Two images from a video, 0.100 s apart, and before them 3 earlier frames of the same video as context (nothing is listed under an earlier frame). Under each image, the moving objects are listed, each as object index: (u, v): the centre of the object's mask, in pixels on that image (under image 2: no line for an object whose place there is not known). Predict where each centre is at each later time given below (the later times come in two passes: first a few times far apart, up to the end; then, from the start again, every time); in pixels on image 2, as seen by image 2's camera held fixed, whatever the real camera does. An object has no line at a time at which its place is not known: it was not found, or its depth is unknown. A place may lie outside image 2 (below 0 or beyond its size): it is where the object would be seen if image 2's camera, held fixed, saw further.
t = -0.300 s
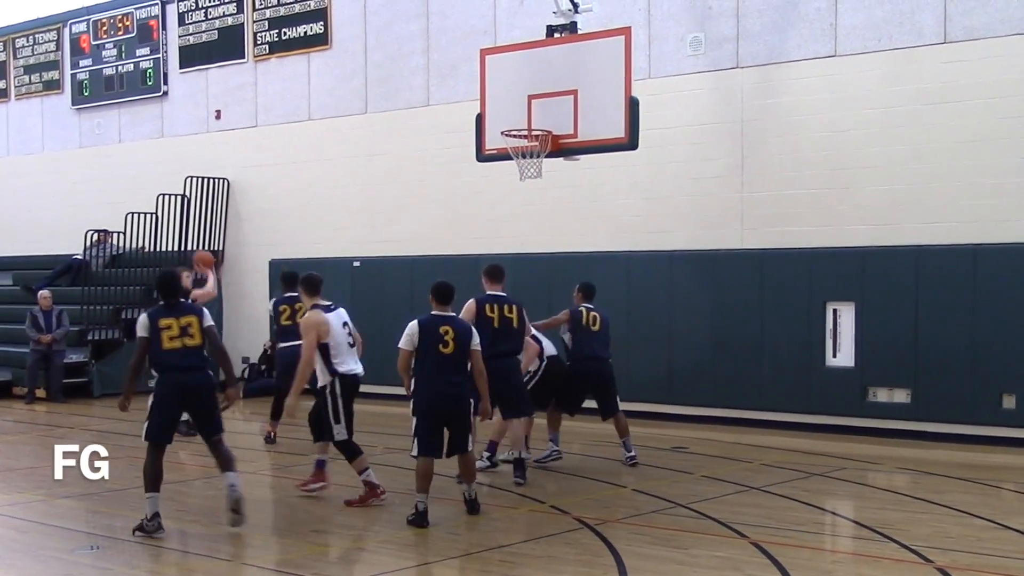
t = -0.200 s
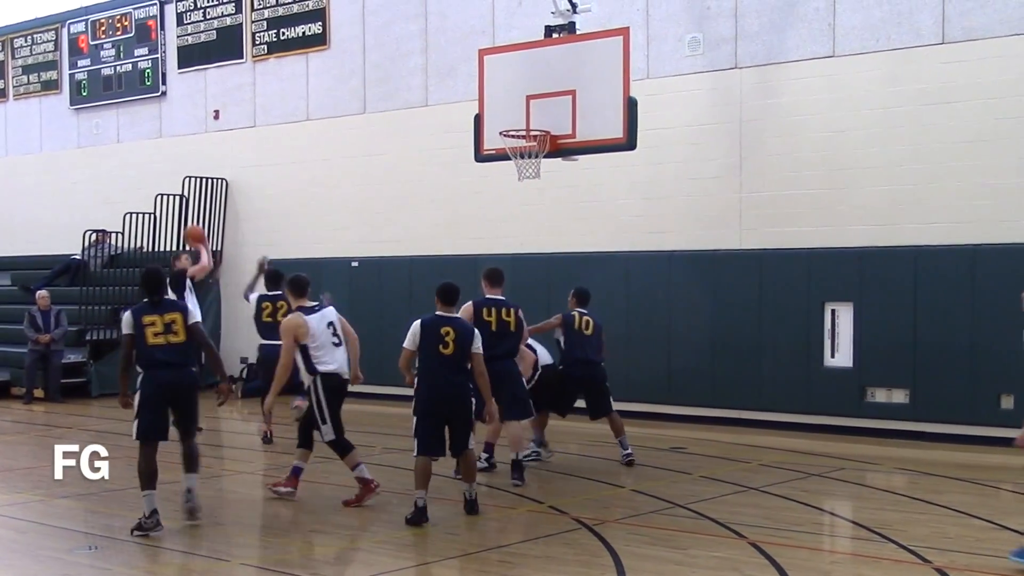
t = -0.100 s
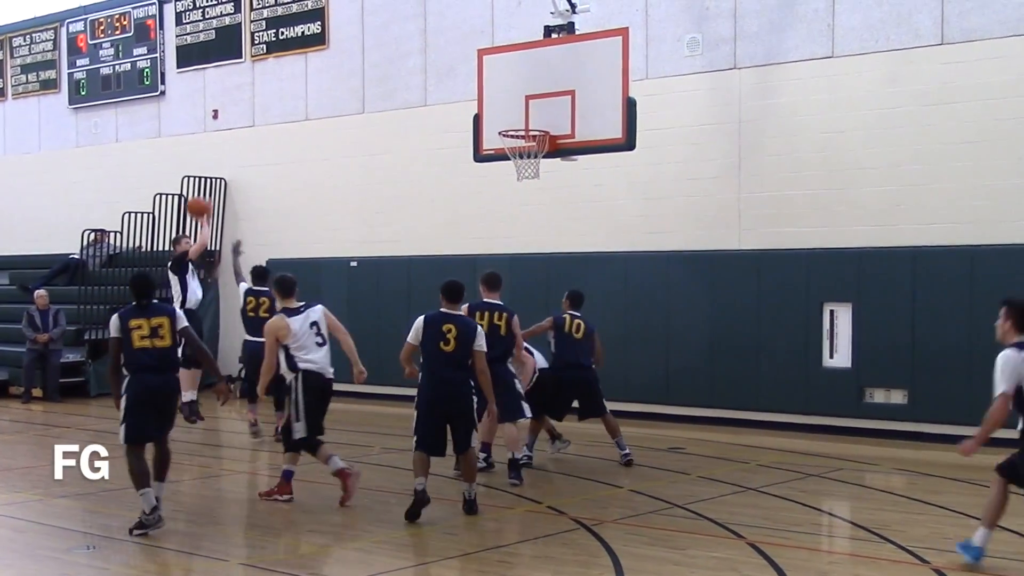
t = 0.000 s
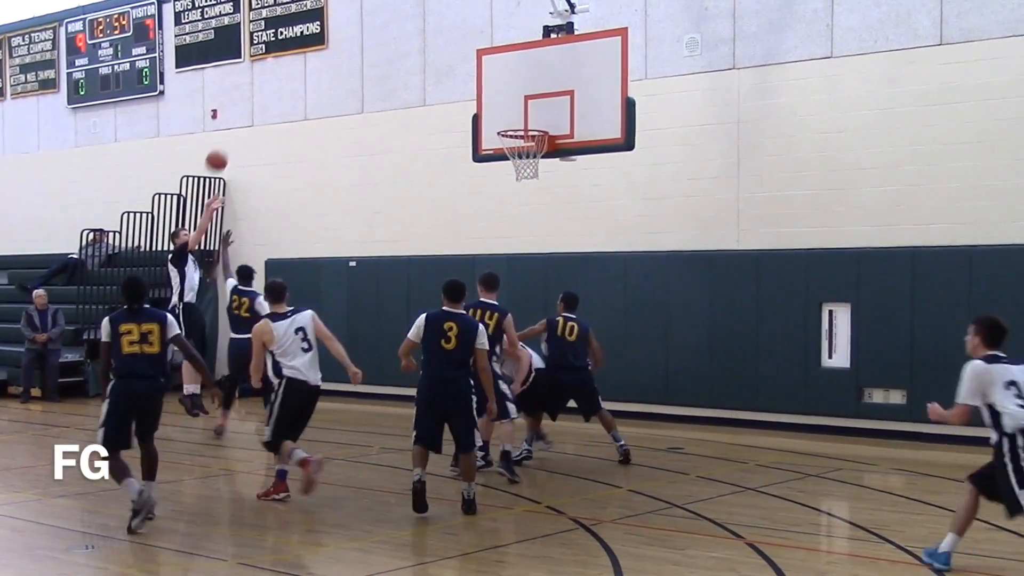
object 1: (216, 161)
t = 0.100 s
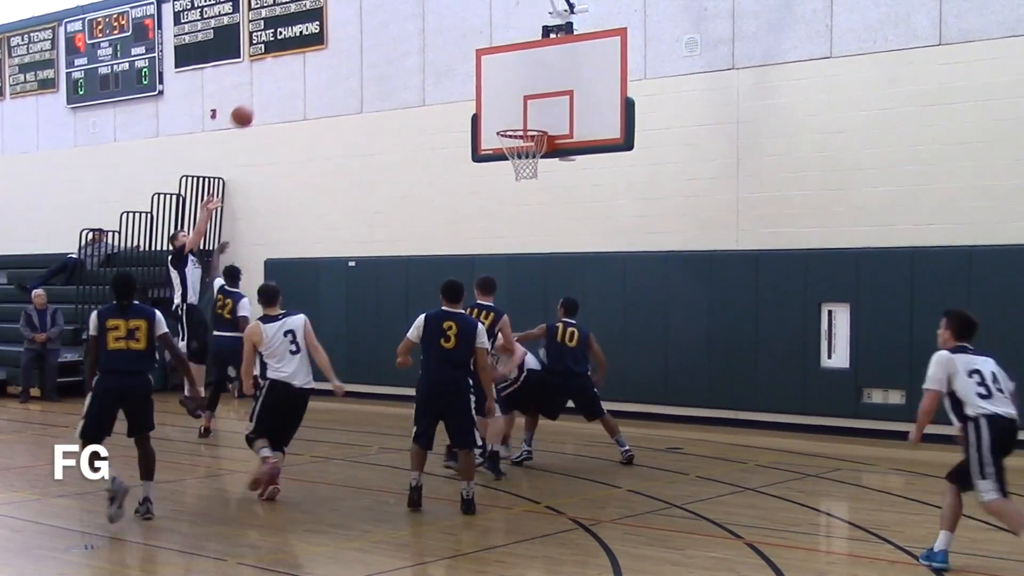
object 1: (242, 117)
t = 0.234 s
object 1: (278, 71)
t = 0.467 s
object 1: (346, 26)
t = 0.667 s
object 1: (408, 28)
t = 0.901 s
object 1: (486, 82)
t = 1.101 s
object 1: (532, 168)
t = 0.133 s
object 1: (250, 104)
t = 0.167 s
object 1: (259, 92)
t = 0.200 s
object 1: (269, 80)
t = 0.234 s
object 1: (278, 71)
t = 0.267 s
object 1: (287, 61)
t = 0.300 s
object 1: (297, 52)
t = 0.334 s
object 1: (306, 45)
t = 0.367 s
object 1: (316, 39)
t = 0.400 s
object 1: (326, 34)
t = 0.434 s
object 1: (336, 29)
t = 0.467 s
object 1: (346, 26)
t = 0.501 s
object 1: (356, 23)
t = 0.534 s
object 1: (366, 22)
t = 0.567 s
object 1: (376, 21)
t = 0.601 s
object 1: (387, 22)
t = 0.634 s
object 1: (397, 24)
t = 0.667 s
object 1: (408, 28)
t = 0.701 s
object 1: (419, 32)
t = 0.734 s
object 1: (430, 37)
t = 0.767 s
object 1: (440, 44)
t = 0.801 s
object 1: (452, 52)
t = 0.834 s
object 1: (463, 61)
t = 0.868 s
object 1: (474, 71)
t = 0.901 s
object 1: (486, 82)
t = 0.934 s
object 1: (498, 95)
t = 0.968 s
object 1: (509, 109)
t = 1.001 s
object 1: (521, 123)
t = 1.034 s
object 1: (529, 141)
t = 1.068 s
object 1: (533, 151)
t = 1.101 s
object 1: (532, 168)
